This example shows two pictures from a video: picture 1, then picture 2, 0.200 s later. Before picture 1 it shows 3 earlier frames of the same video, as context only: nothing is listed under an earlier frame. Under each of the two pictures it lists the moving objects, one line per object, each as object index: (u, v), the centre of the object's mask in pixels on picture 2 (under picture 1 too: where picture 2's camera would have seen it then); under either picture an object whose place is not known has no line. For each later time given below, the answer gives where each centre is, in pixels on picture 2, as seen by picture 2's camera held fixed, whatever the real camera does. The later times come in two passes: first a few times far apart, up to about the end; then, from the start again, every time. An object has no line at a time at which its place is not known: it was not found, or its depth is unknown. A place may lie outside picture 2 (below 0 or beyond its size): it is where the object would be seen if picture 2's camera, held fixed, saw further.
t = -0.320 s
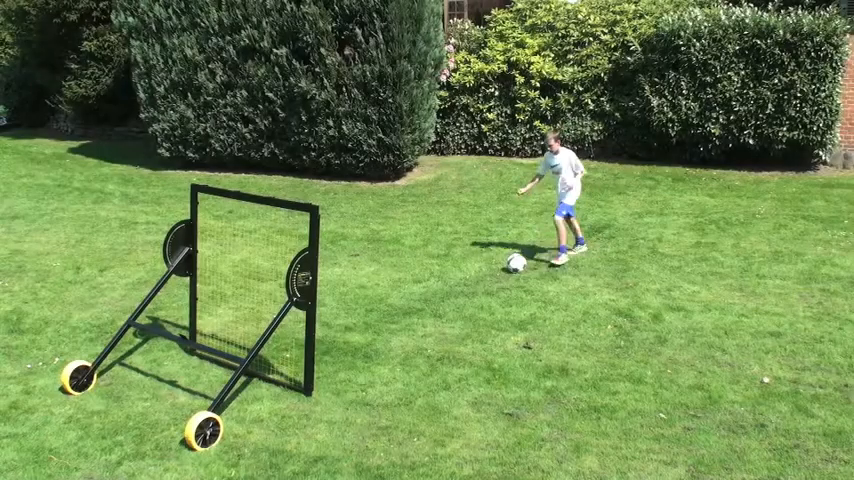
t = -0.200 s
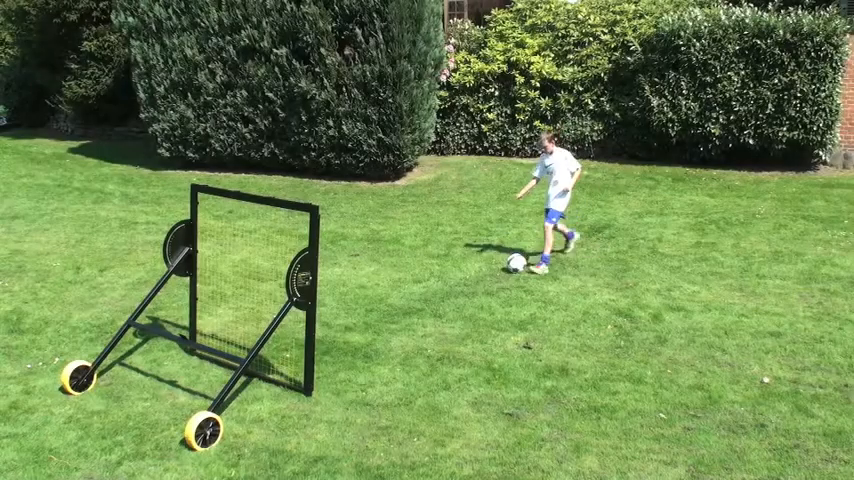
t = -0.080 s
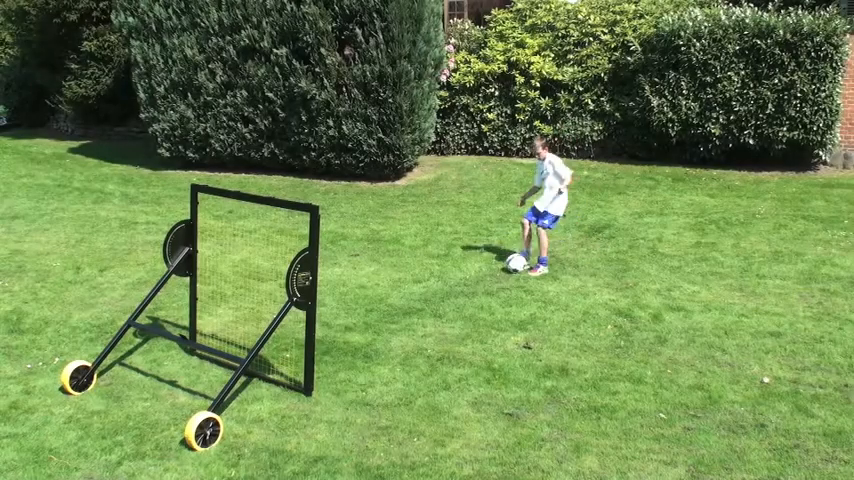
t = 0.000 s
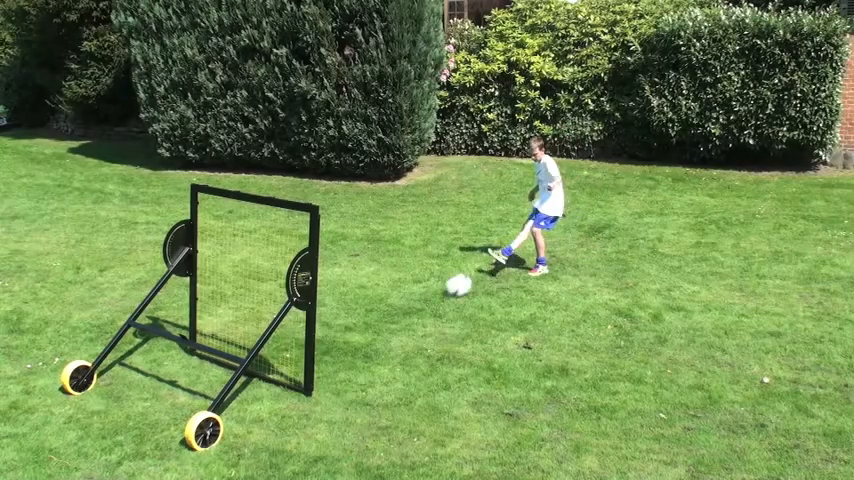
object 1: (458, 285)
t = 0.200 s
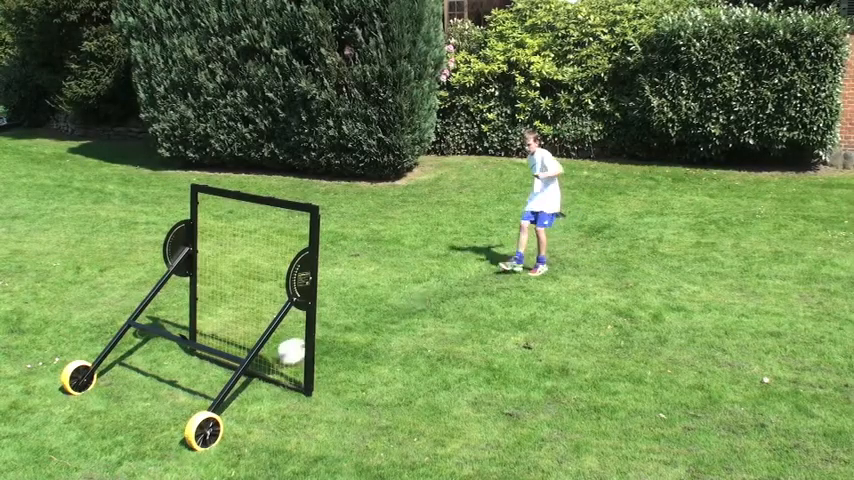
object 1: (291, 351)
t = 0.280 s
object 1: (296, 344)
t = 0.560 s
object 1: (445, 285)
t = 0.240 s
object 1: (273, 358)
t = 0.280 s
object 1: (296, 344)
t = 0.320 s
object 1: (327, 331)
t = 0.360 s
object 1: (350, 320)
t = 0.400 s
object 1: (373, 311)
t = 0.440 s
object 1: (395, 305)
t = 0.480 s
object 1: (416, 300)
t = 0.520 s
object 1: (432, 294)
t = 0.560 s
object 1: (445, 285)
